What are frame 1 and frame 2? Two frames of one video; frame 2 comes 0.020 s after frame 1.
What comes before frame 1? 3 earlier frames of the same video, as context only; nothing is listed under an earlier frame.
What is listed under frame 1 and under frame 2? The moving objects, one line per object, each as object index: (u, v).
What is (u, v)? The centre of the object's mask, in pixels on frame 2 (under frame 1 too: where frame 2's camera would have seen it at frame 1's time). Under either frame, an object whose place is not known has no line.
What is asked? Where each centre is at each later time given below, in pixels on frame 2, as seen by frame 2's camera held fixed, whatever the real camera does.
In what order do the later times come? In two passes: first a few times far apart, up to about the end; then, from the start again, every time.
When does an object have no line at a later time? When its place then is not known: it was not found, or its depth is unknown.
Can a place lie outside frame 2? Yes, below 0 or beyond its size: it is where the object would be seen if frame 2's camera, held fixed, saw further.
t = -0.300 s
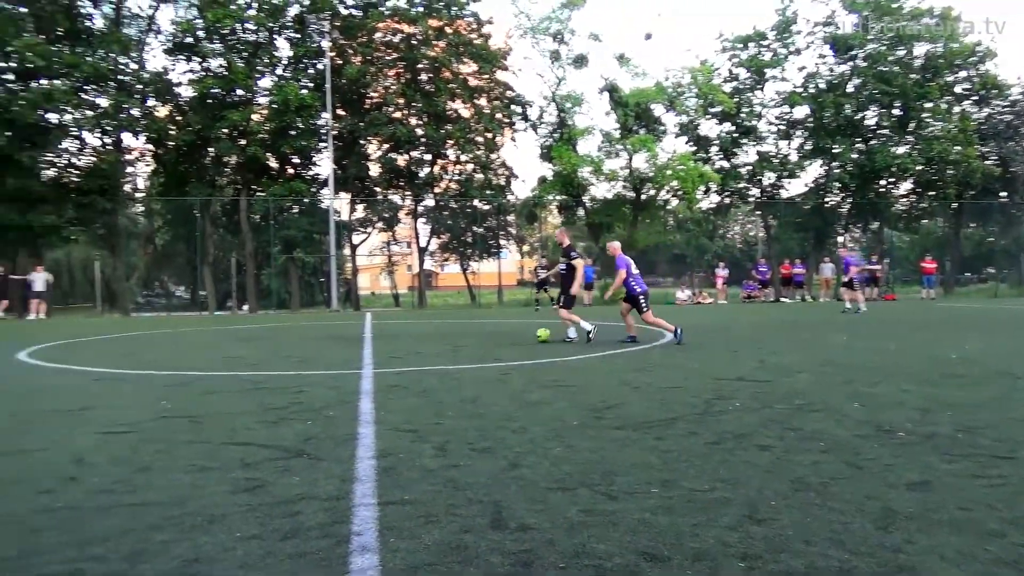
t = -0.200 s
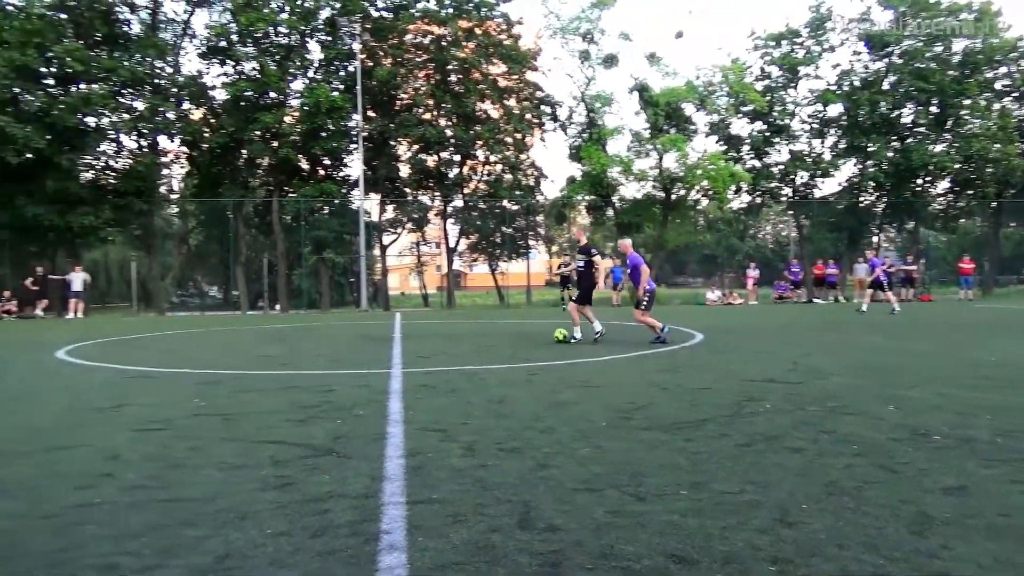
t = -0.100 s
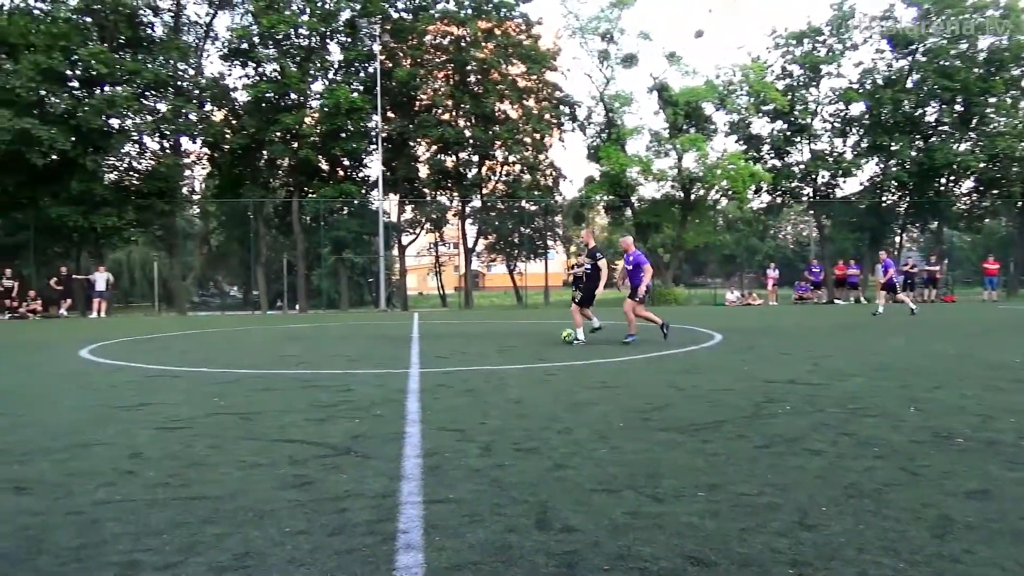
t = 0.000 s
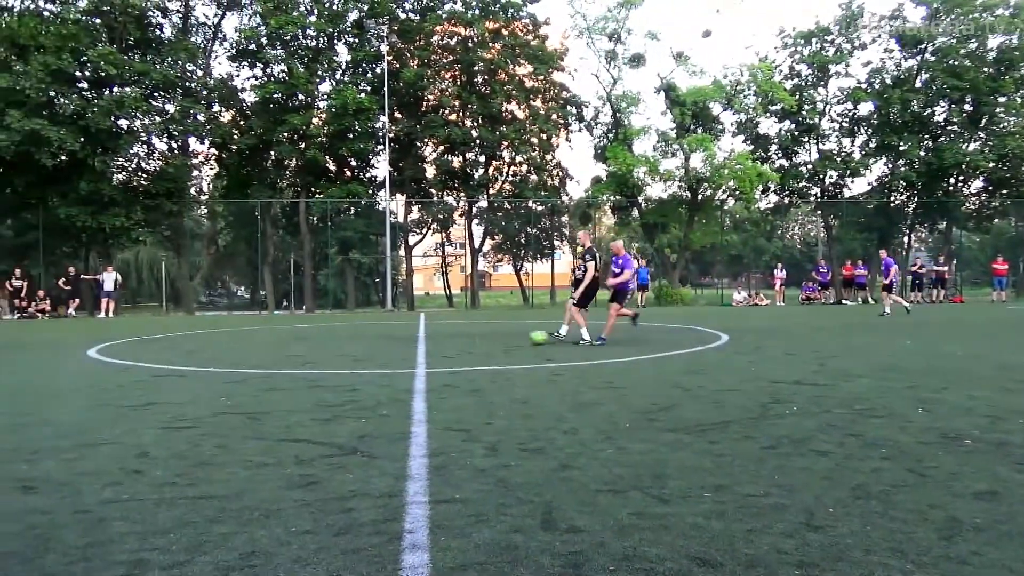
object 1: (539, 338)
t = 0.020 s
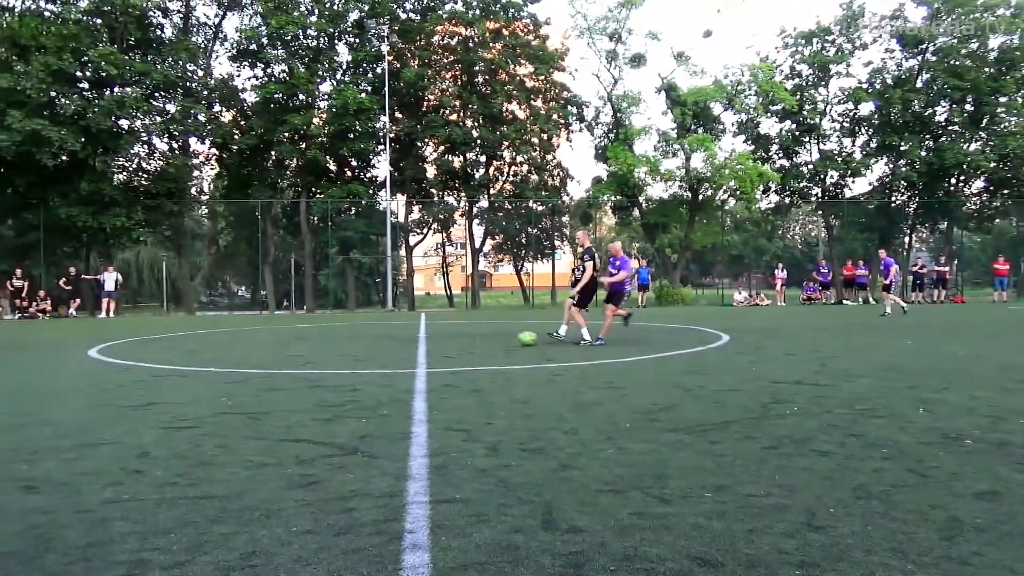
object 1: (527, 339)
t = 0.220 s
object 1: (391, 347)
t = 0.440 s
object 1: (221, 359)
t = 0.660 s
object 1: (30, 374)
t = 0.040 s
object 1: (513, 339)
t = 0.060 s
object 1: (501, 341)
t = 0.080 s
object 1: (487, 341)
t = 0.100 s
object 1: (474, 342)
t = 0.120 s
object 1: (460, 342)
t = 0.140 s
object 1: (446, 344)
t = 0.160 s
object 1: (433, 345)
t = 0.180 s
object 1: (419, 346)
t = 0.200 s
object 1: (405, 346)
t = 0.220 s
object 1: (391, 347)
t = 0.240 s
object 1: (376, 348)
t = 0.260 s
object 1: (362, 350)
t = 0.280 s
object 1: (346, 351)
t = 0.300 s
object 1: (331, 352)
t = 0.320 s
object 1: (315, 353)
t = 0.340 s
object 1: (300, 355)
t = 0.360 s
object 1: (284, 356)
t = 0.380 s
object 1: (269, 357)
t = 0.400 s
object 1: (252, 357)
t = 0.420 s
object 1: (237, 358)
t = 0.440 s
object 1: (221, 359)
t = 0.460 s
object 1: (204, 360)
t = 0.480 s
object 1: (187, 361)
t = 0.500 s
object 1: (170, 363)
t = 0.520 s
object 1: (153, 366)
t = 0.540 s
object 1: (137, 367)
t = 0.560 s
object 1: (119, 367)
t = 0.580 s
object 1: (102, 368)
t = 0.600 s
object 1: (84, 369)
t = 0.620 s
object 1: (66, 371)
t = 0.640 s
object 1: (48, 373)
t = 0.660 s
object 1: (30, 374)
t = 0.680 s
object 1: (13, 375)
